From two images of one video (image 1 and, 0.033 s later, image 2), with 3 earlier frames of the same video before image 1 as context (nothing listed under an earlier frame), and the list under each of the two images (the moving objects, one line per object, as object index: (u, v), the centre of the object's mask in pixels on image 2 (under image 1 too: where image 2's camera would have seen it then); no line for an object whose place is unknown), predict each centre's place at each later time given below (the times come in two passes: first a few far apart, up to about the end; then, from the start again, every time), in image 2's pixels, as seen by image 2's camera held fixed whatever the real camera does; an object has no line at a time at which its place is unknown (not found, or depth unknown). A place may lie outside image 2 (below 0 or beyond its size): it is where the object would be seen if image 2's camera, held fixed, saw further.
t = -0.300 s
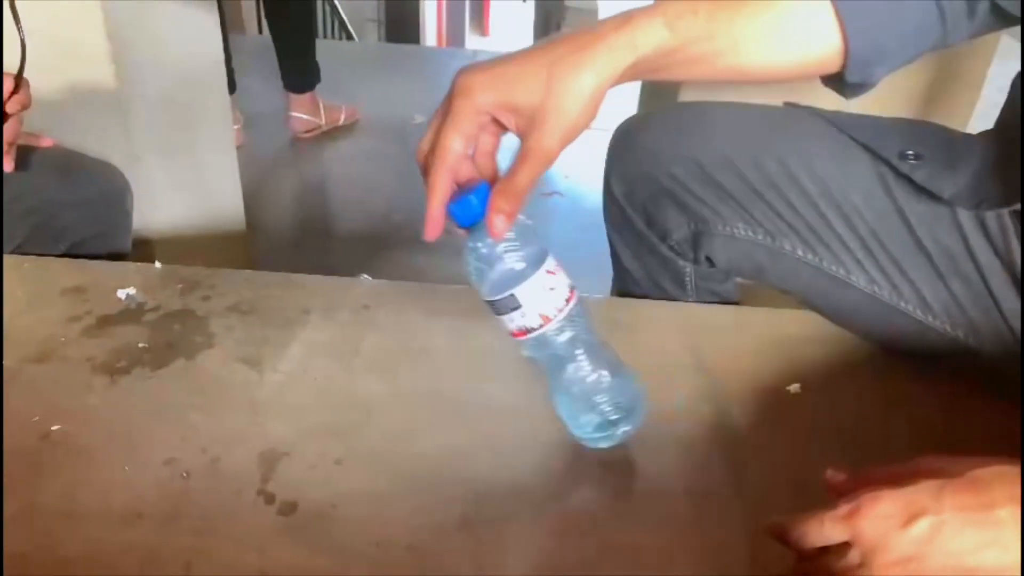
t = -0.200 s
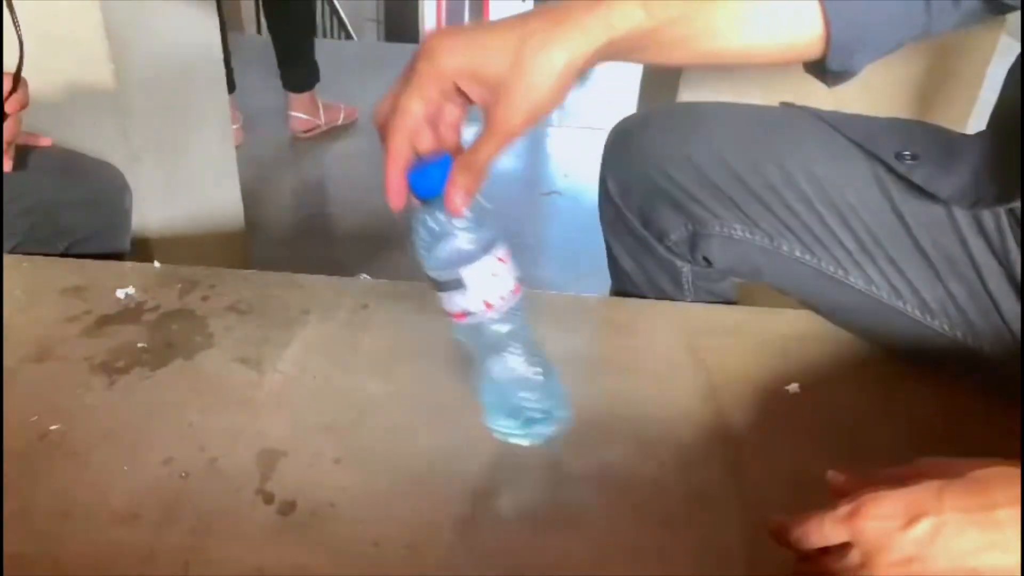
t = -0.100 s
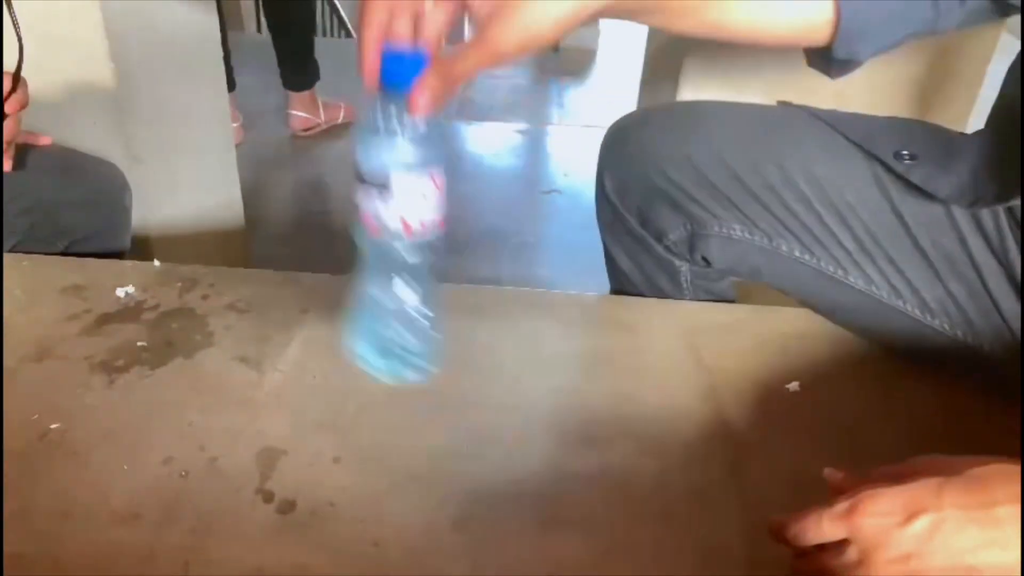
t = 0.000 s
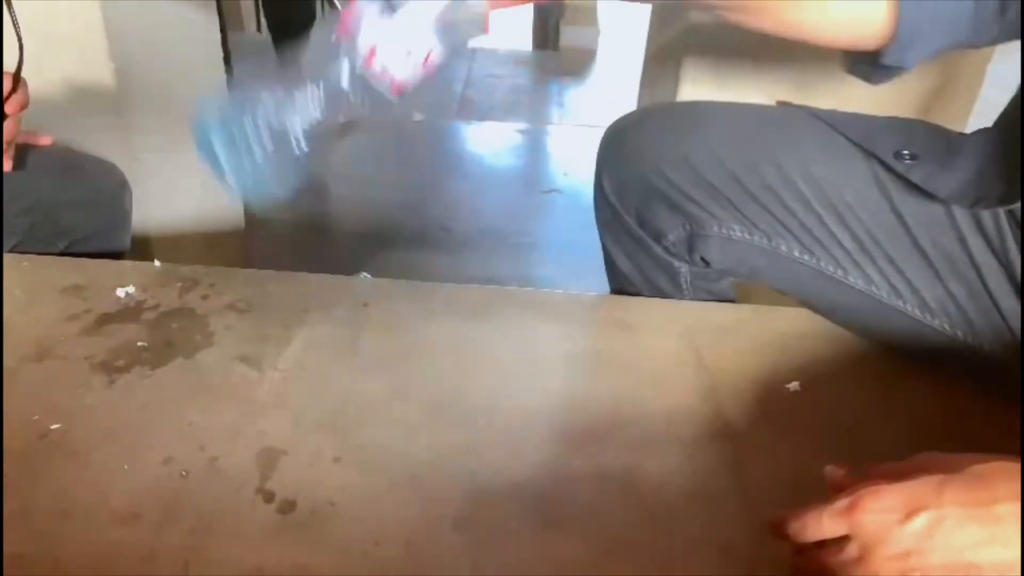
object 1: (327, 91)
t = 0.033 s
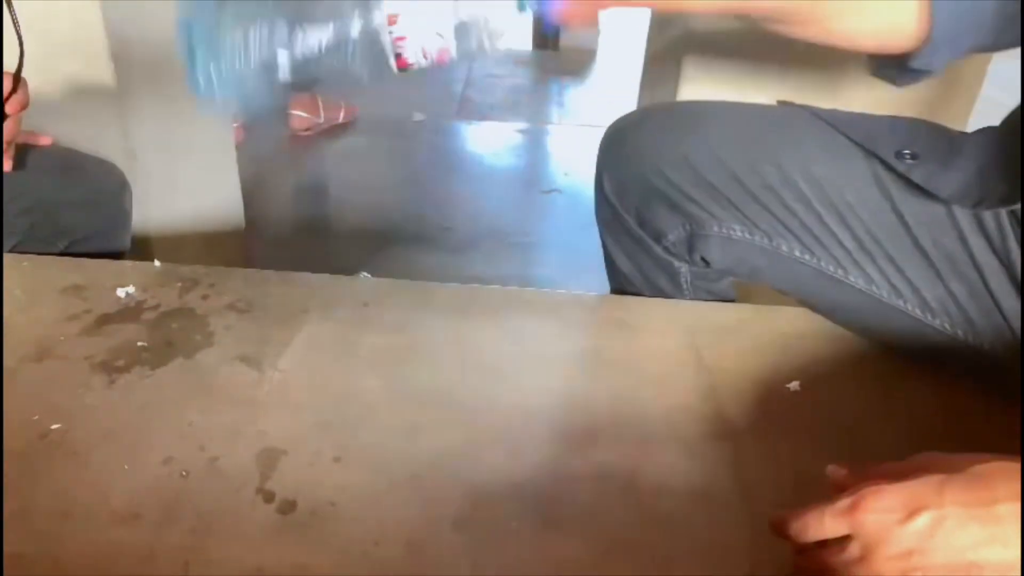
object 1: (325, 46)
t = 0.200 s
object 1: (234, 96)
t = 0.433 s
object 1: (414, 284)
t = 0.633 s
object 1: (521, 343)
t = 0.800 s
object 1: (565, 356)
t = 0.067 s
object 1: (417, 40)
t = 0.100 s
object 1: (413, 71)
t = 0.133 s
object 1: (361, 96)
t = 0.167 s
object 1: (292, 108)
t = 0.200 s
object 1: (234, 96)
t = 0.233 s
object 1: (195, 73)
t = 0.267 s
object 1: (219, 54)
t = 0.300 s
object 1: (245, 71)
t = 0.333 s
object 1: (268, 119)
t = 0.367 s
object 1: (317, 183)
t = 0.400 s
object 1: (365, 269)
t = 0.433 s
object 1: (414, 284)
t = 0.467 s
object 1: (451, 285)
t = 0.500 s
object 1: (482, 276)
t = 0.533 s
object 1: (489, 282)
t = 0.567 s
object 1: (506, 293)
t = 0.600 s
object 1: (515, 316)
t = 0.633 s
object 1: (521, 343)
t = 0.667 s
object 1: (530, 353)
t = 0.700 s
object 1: (543, 367)
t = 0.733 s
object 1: (552, 368)
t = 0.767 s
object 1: (559, 361)
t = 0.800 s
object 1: (565, 356)
